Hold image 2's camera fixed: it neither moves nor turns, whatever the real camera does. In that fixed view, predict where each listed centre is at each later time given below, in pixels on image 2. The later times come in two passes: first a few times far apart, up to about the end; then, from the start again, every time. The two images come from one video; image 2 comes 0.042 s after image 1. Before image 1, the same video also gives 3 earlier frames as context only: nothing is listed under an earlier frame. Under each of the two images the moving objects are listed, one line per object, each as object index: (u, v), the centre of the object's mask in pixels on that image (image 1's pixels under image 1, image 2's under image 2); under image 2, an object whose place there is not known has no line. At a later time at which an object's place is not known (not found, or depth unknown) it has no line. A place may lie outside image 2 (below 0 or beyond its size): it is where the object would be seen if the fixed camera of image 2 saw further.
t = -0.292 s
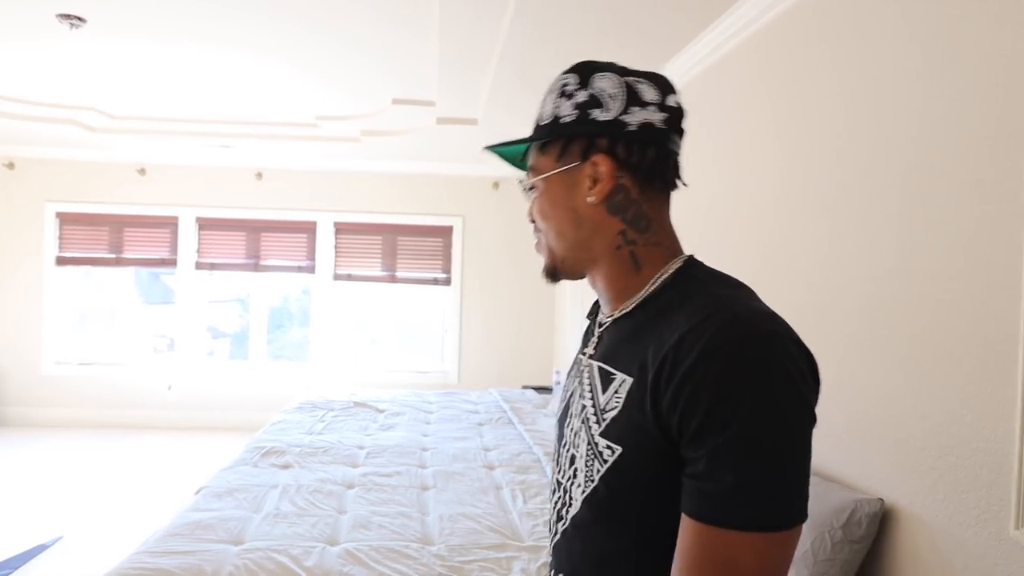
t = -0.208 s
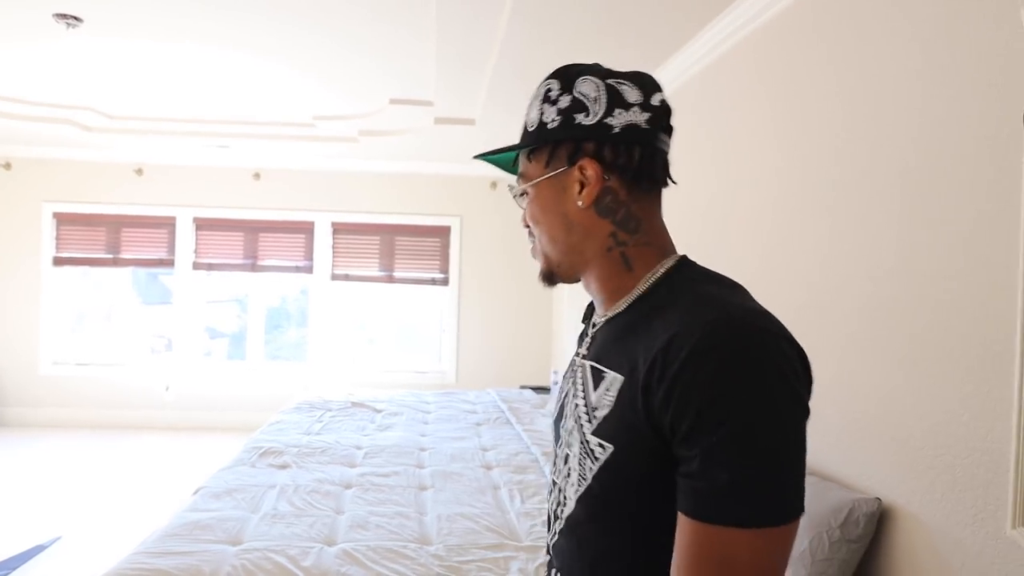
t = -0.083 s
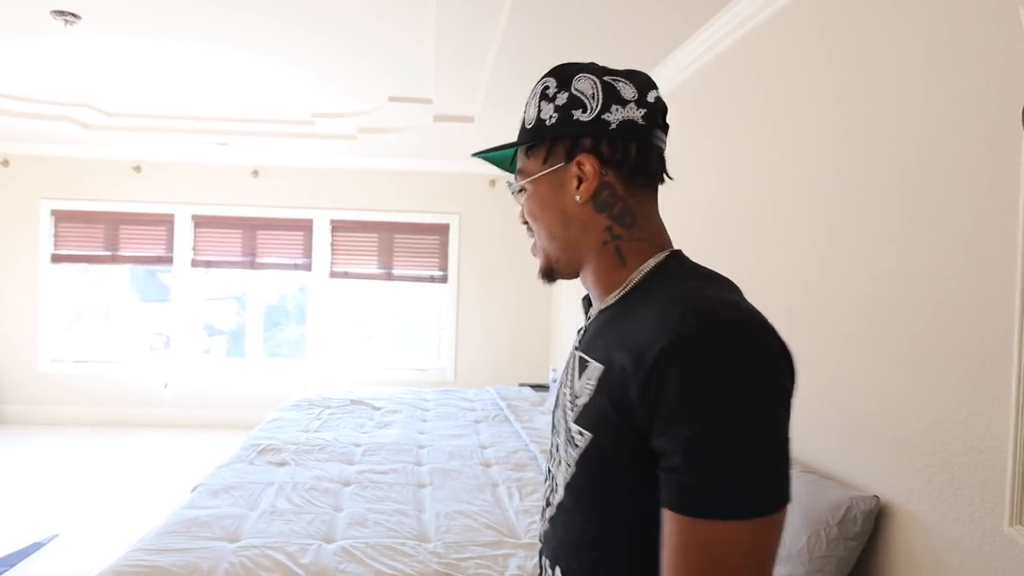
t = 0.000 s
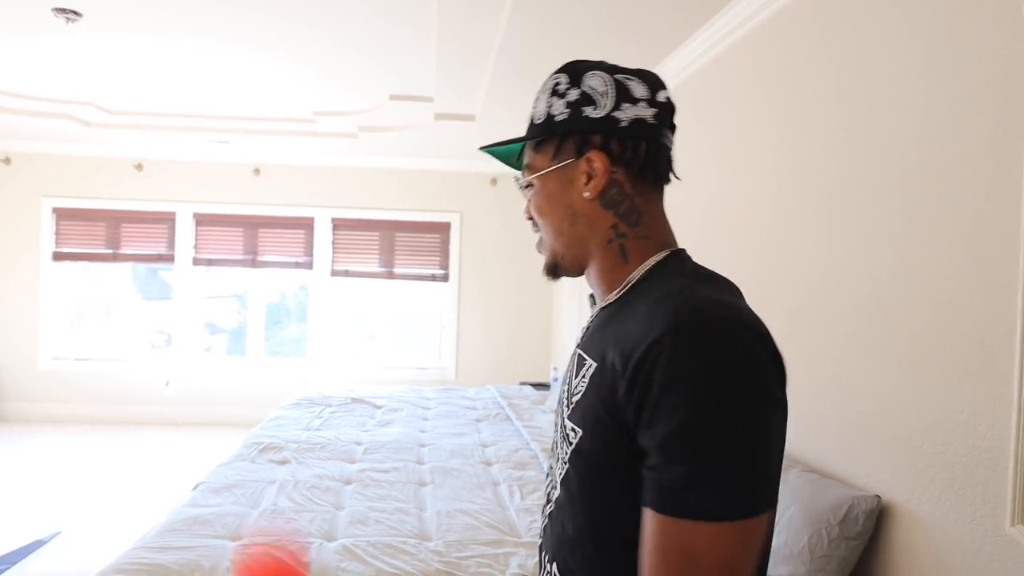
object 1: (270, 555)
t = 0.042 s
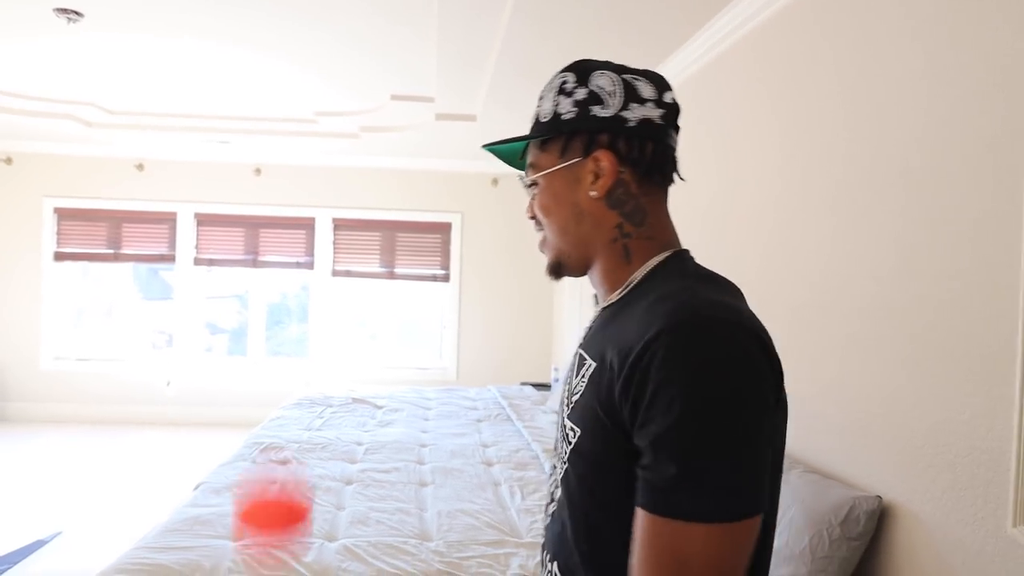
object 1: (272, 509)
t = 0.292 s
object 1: (285, 322)
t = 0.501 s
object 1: (291, 540)
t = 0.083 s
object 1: (275, 455)
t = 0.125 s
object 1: (275, 408)
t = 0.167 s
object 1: (278, 372)
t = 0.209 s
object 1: (281, 344)
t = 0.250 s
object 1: (283, 327)
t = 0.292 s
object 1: (285, 322)
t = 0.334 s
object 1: (287, 332)
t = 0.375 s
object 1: (289, 358)
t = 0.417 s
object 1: (291, 401)
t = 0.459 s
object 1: (292, 462)
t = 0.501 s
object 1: (291, 540)
